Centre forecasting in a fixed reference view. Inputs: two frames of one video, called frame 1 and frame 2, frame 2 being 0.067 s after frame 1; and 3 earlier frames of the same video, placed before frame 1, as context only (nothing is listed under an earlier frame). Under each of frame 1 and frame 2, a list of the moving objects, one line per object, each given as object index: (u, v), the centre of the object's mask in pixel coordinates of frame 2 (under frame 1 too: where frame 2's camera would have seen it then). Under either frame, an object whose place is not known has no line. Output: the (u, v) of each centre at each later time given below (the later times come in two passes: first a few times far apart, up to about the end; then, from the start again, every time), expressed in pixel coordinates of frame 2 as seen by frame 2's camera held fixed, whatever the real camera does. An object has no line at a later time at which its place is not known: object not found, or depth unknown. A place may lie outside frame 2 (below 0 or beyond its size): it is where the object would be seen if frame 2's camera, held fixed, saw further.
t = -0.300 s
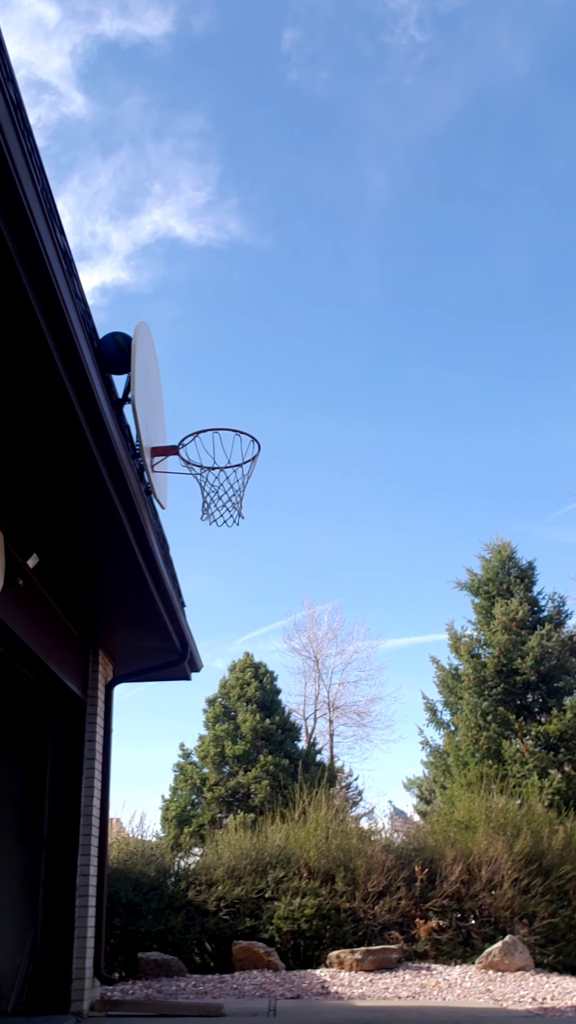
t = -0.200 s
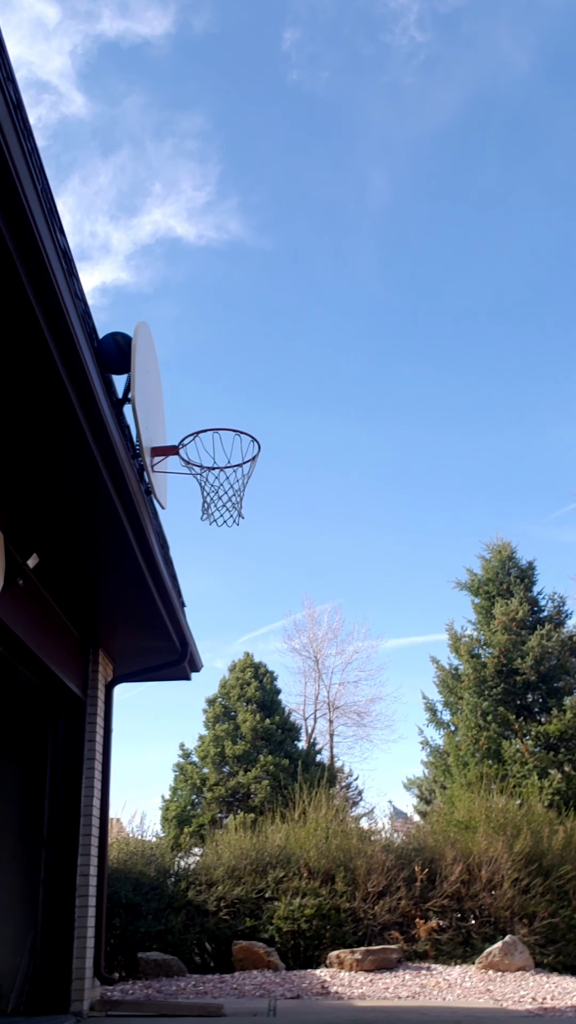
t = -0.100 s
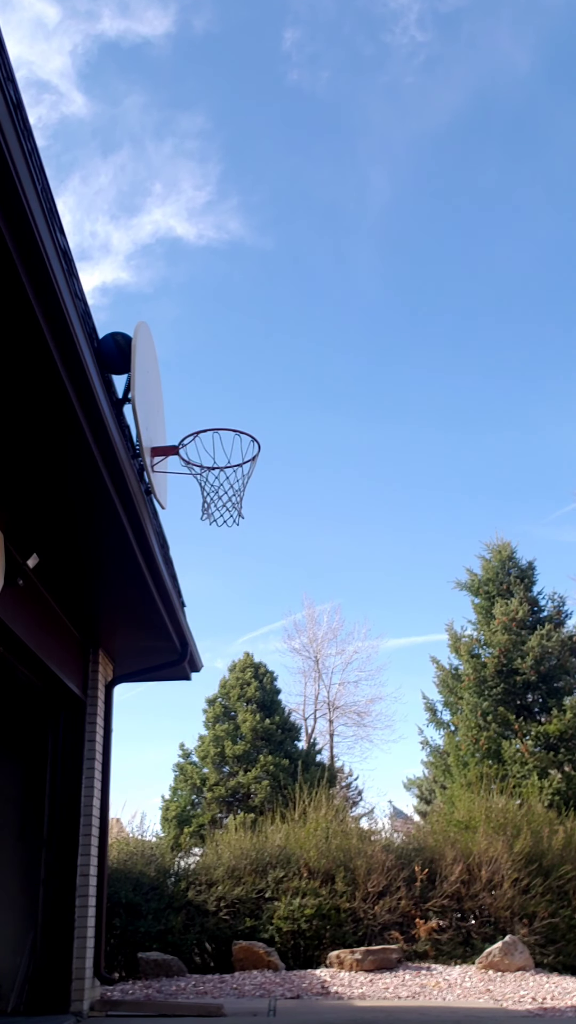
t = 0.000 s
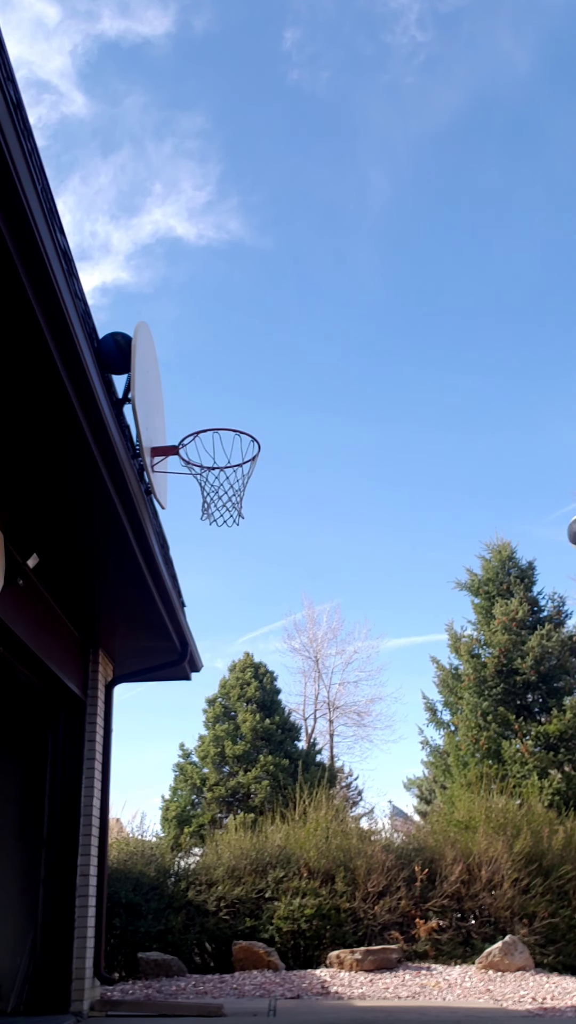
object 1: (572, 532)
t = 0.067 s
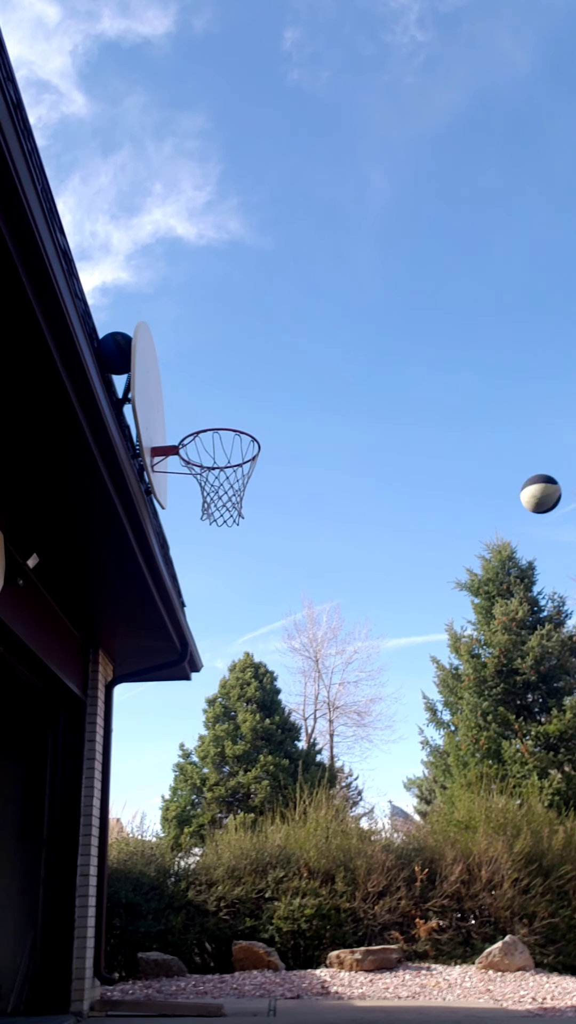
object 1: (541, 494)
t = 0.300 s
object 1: (392, 414)
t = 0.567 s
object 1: (237, 417)
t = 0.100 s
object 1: (518, 478)
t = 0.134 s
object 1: (496, 463)
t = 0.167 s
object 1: (474, 450)
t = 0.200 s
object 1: (453, 439)
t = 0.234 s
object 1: (432, 430)
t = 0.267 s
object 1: (412, 421)
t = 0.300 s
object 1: (392, 414)
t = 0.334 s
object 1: (372, 409)
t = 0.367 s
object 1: (352, 406)
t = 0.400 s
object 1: (333, 404)
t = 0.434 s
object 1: (314, 404)
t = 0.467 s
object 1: (295, 405)
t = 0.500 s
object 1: (276, 408)
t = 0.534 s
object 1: (256, 412)
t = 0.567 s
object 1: (237, 417)
